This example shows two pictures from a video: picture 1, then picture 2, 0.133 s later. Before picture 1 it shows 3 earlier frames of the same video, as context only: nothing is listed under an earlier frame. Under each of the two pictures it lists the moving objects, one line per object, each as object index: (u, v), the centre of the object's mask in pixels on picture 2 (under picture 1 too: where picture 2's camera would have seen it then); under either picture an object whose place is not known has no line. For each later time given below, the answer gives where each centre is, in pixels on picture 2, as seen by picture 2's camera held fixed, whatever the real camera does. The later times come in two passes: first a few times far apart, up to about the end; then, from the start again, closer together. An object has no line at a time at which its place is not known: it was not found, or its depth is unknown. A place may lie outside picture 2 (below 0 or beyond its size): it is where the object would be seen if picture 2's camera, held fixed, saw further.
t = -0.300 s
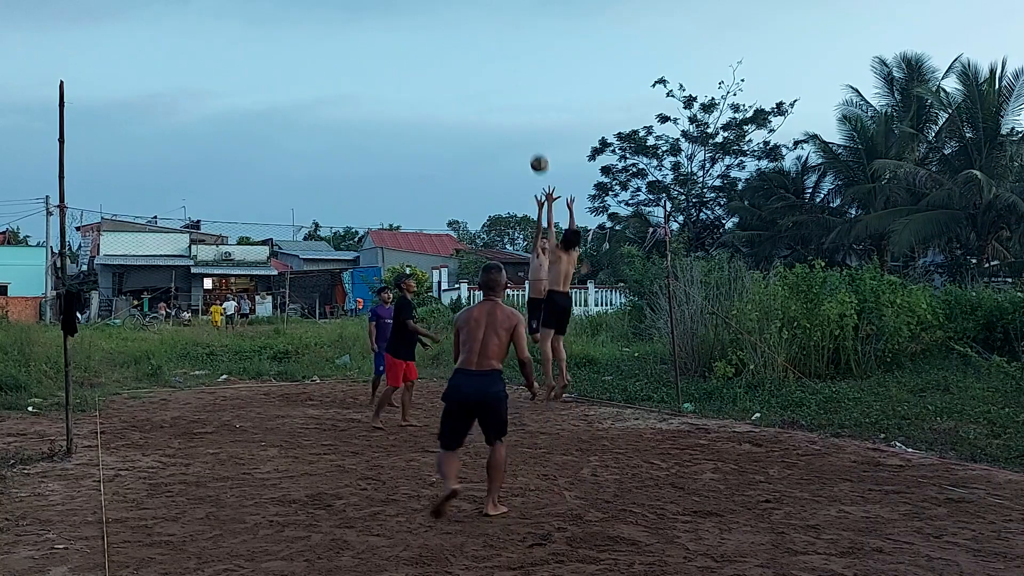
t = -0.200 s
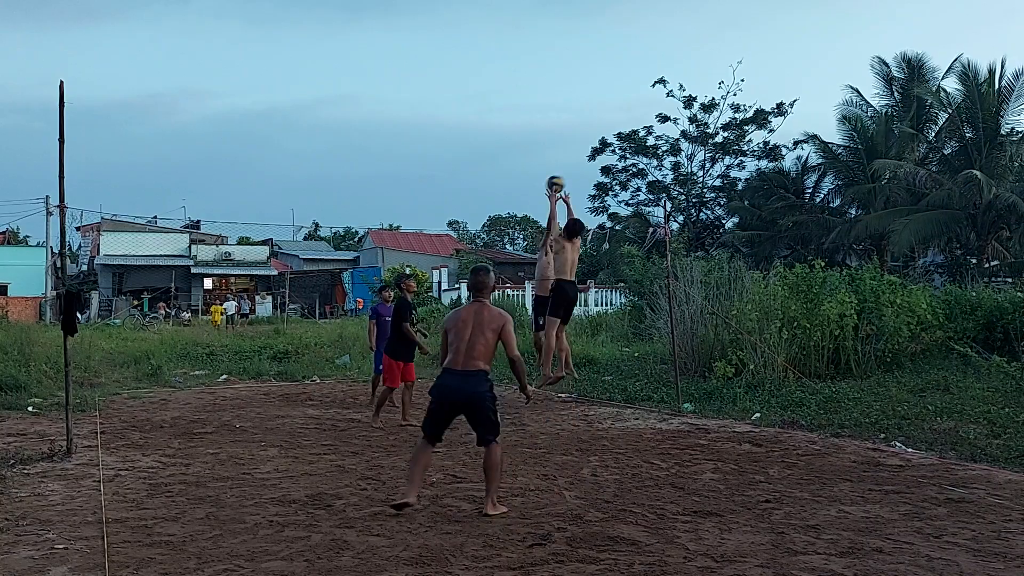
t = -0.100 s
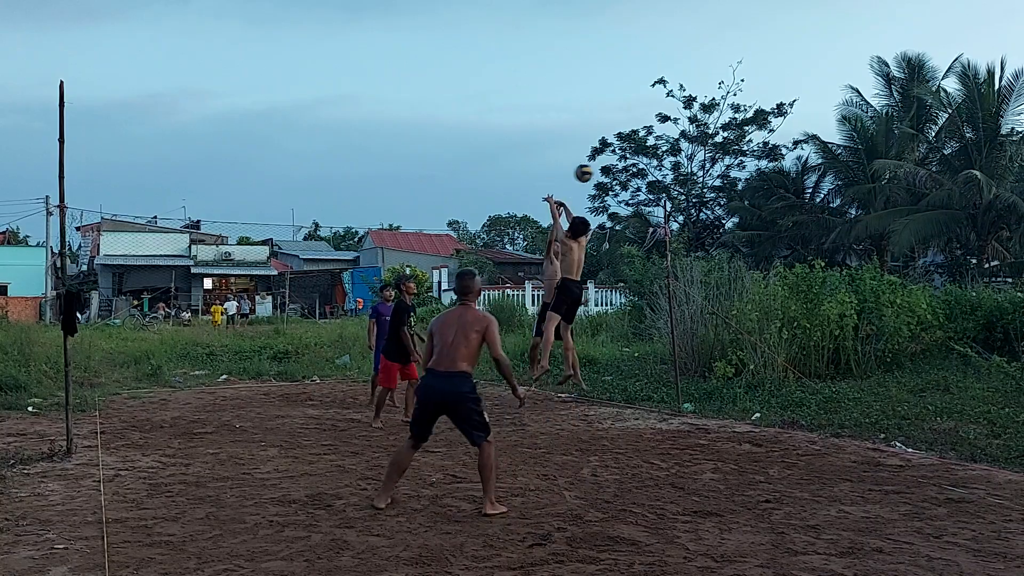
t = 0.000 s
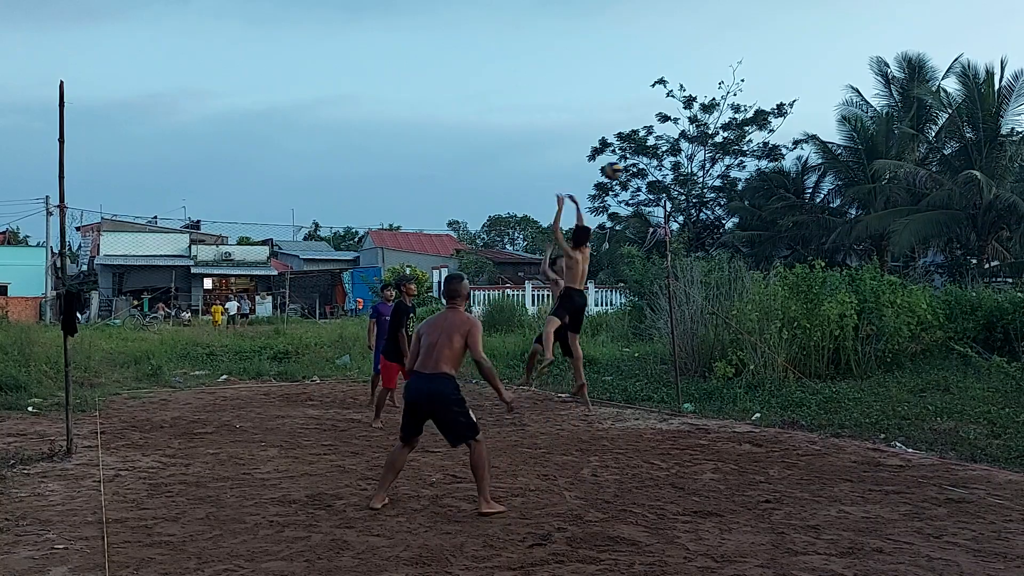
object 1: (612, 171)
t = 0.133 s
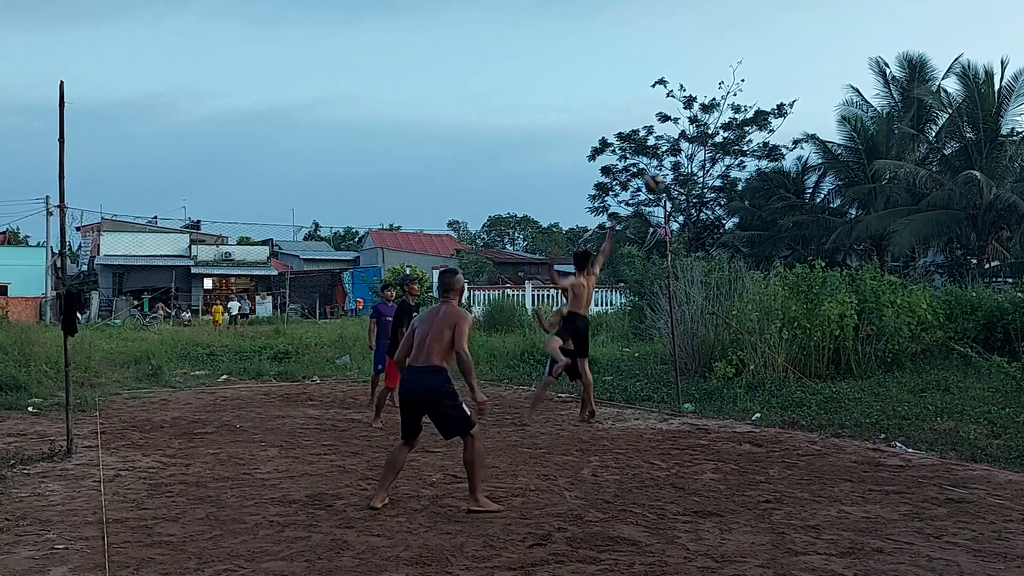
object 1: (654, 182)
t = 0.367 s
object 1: (728, 246)
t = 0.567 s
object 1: (795, 354)
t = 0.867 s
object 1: (856, 366)
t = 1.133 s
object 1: (886, 333)
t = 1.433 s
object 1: (923, 393)
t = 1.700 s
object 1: (967, 416)
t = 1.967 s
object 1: (1014, 426)
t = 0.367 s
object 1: (728, 246)
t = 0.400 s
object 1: (739, 261)
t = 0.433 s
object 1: (750, 277)
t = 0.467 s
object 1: (761, 295)
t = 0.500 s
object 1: (772, 313)
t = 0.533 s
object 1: (783, 332)
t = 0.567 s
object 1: (795, 354)
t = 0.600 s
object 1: (808, 378)
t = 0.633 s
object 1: (819, 403)
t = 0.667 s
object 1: (831, 429)
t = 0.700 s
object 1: (837, 424)
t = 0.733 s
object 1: (841, 411)
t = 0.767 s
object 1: (845, 397)
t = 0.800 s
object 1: (848, 386)
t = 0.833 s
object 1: (852, 375)
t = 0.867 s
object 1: (856, 366)
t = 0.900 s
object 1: (859, 357)
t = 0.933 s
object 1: (864, 349)
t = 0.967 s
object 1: (867, 343)
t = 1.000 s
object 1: (871, 339)
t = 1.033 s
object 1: (874, 336)
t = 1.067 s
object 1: (878, 334)
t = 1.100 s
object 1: (882, 332)
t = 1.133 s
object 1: (886, 333)
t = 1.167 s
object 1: (890, 334)
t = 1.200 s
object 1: (894, 337)
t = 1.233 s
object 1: (899, 341)
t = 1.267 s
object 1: (903, 346)
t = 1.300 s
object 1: (907, 353)
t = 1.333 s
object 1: (912, 361)
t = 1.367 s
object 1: (916, 368)
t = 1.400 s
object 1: (920, 381)
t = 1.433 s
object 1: (923, 393)
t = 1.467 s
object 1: (927, 406)
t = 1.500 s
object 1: (933, 422)
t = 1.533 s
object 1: (937, 439)
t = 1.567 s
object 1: (942, 442)
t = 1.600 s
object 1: (948, 435)
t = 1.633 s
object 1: (954, 427)
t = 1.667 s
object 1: (961, 421)
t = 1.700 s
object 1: (967, 416)
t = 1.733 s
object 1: (974, 413)
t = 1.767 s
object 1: (981, 411)
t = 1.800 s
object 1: (987, 411)
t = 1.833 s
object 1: (993, 411)
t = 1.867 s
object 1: (1000, 413)
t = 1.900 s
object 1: (1006, 415)
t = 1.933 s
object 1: (1011, 420)
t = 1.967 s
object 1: (1014, 426)
